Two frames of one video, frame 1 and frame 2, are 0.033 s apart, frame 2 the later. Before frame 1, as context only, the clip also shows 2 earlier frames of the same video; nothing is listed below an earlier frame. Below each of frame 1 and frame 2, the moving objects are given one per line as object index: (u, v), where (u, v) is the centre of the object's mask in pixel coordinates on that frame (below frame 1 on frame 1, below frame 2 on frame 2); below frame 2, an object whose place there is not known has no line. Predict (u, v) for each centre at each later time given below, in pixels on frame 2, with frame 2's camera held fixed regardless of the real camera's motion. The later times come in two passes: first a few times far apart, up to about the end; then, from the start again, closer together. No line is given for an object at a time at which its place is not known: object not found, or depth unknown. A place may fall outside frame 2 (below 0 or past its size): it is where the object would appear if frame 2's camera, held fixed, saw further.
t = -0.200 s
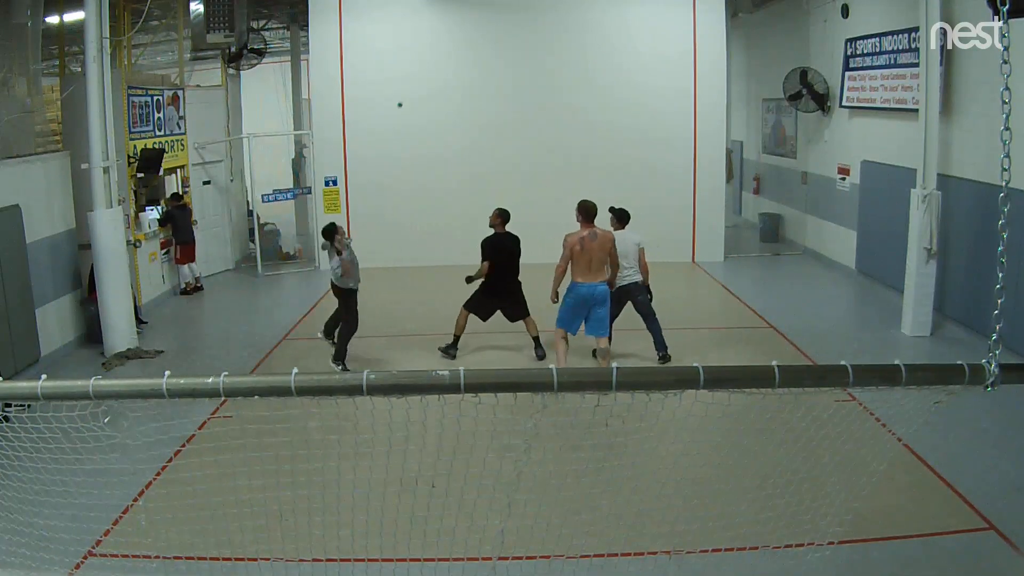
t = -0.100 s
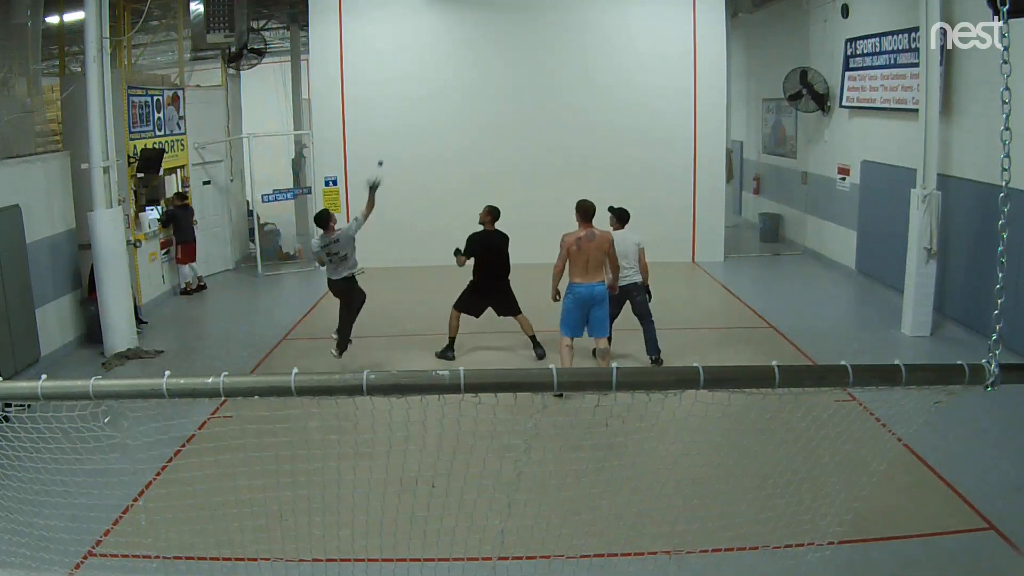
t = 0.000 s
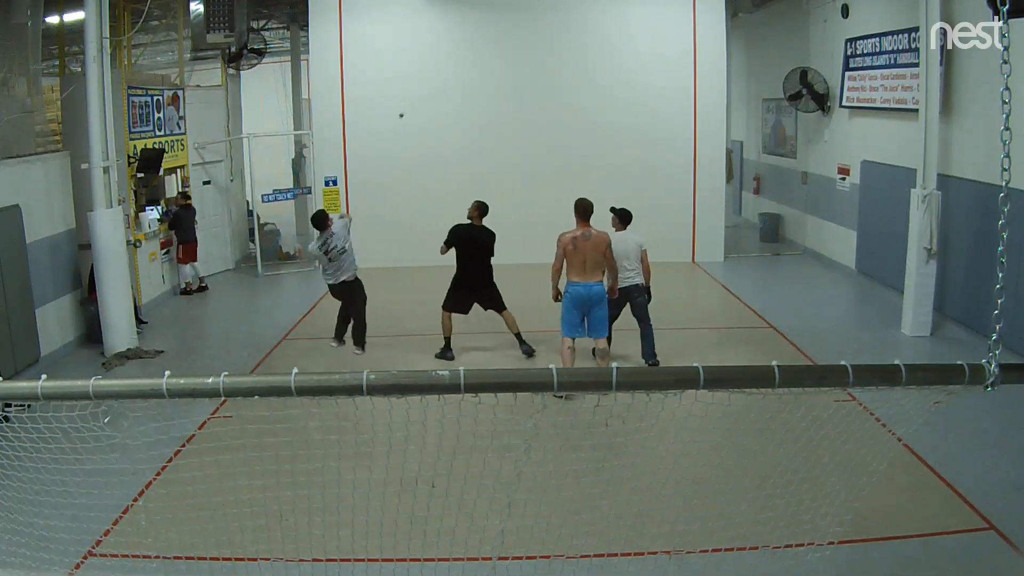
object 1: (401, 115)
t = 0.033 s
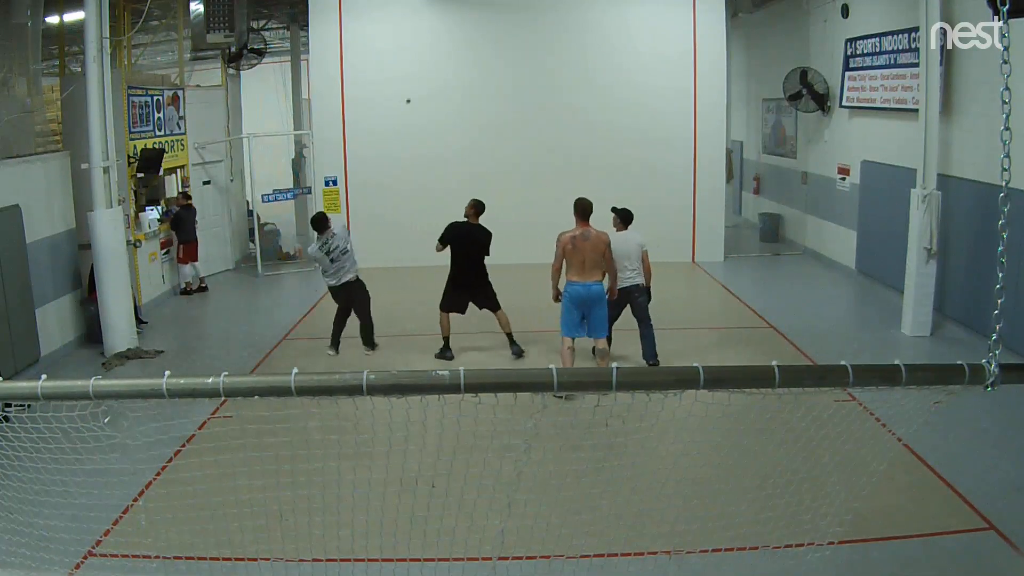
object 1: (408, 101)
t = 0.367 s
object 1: (440, 45)
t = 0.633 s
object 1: (430, 32)
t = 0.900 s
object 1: (416, 81)
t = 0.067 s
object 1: (414, 90)
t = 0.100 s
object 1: (420, 80)
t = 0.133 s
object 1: (425, 73)
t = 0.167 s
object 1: (429, 66)
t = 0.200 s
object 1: (433, 62)
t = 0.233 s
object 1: (437, 58)
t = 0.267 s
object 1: (440, 56)
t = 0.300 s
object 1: (443, 54)
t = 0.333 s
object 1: (441, 48)
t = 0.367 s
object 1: (440, 45)
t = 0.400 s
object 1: (439, 40)
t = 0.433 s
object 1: (438, 37)
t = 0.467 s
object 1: (437, 35)
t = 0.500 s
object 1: (435, 33)
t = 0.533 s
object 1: (434, 31)
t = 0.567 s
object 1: (433, 31)
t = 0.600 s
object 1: (432, 31)
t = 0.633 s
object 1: (430, 32)
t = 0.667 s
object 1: (429, 33)
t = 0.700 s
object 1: (427, 36)
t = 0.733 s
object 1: (425, 40)
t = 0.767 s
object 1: (424, 45)
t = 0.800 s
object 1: (422, 51)
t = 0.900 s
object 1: (416, 81)
